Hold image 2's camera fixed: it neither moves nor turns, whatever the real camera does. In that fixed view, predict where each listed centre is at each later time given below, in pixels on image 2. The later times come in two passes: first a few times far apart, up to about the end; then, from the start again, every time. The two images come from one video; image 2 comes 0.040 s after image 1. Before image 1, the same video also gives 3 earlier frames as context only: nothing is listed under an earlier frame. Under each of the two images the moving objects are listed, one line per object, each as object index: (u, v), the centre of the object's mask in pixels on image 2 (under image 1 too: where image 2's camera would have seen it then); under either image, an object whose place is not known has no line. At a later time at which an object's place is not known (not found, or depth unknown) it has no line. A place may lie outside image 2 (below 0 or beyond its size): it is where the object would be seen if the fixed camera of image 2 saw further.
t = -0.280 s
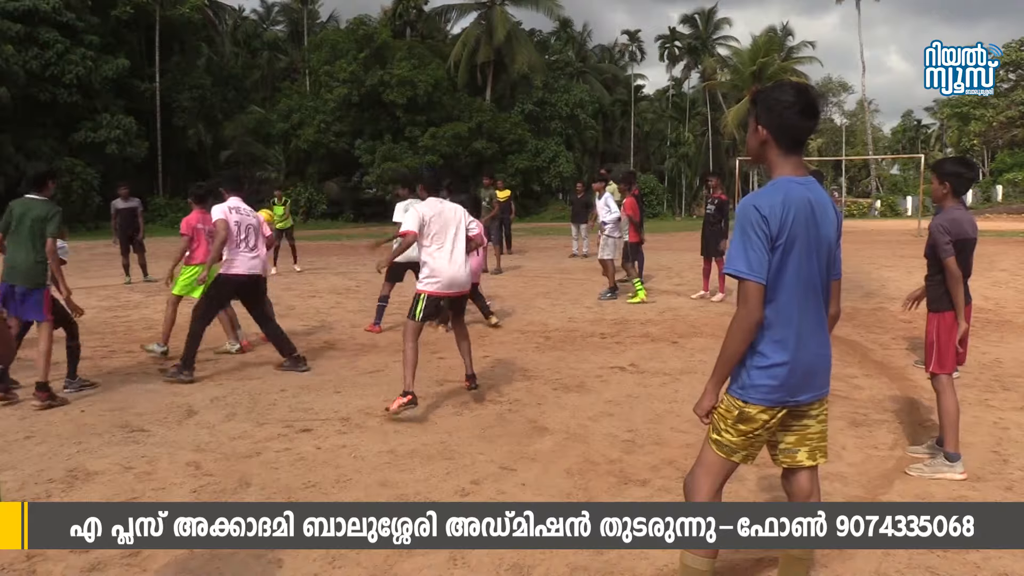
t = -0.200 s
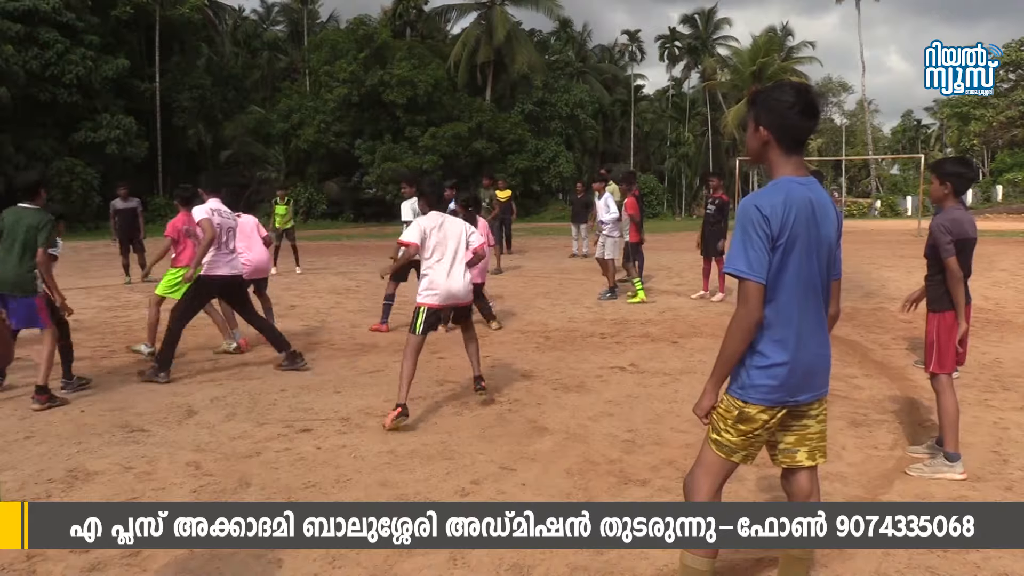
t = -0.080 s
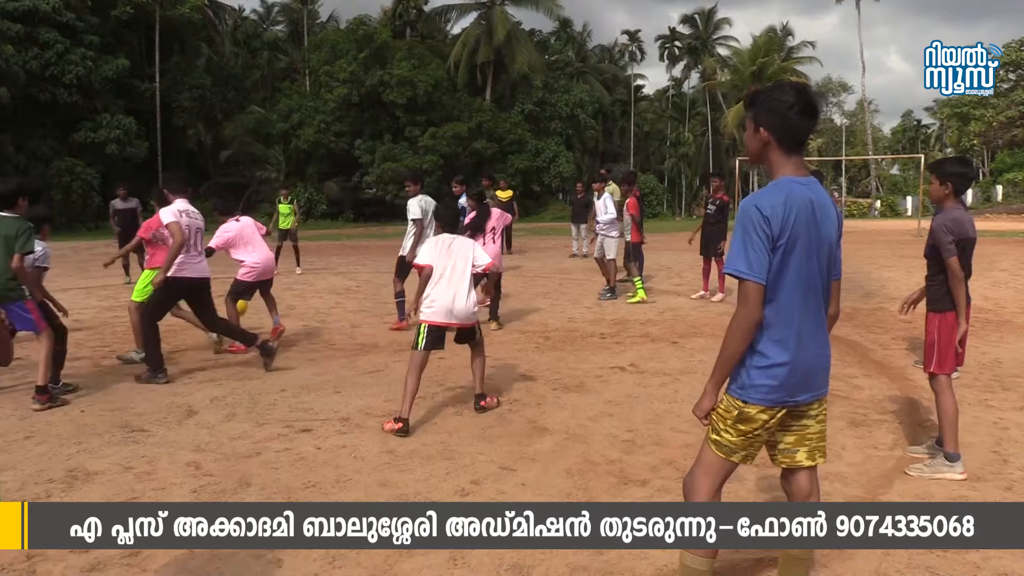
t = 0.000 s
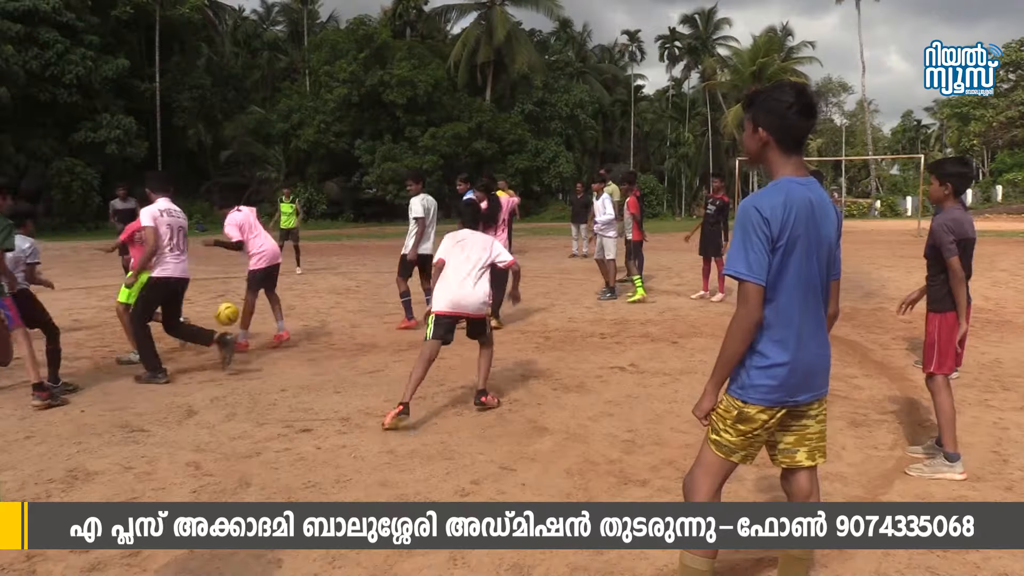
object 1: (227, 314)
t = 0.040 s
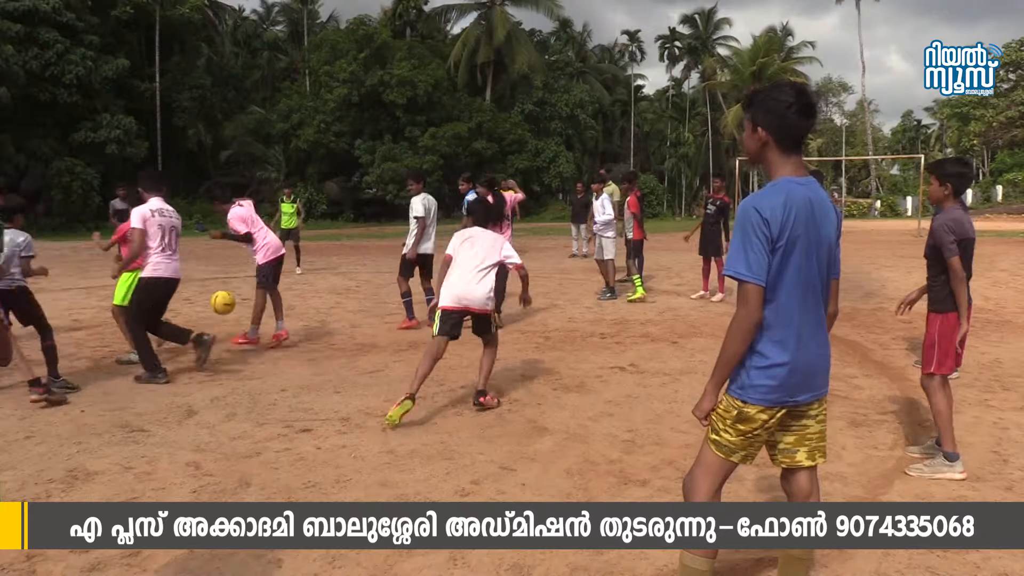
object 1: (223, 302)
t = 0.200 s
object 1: (208, 270)
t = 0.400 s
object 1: (184, 270)
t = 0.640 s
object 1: (149, 368)
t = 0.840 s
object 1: (97, 426)
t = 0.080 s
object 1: (219, 293)
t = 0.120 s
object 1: (215, 283)
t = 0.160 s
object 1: (211, 276)
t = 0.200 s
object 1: (208, 270)
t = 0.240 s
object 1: (203, 266)
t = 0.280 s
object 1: (199, 263)
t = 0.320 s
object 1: (194, 263)
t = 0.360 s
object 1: (189, 265)
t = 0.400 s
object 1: (184, 270)
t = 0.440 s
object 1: (179, 278)
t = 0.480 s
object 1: (173, 288)
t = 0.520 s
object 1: (168, 302)
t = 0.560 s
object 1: (161, 320)
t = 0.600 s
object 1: (154, 341)
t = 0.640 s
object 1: (149, 368)
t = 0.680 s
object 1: (141, 401)
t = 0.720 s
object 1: (135, 437)
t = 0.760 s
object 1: (125, 447)
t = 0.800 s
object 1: (110, 436)
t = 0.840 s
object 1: (97, 426)
